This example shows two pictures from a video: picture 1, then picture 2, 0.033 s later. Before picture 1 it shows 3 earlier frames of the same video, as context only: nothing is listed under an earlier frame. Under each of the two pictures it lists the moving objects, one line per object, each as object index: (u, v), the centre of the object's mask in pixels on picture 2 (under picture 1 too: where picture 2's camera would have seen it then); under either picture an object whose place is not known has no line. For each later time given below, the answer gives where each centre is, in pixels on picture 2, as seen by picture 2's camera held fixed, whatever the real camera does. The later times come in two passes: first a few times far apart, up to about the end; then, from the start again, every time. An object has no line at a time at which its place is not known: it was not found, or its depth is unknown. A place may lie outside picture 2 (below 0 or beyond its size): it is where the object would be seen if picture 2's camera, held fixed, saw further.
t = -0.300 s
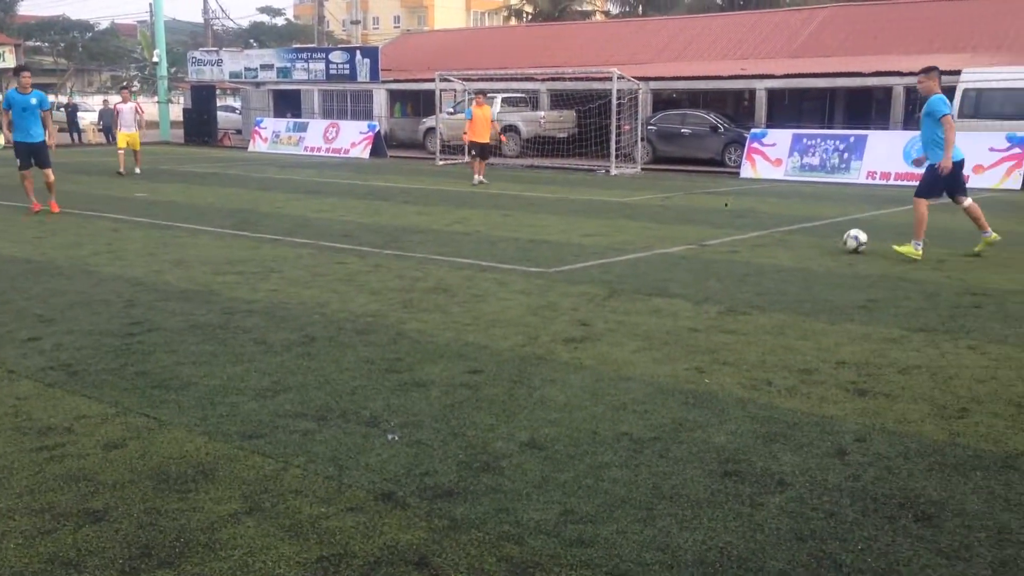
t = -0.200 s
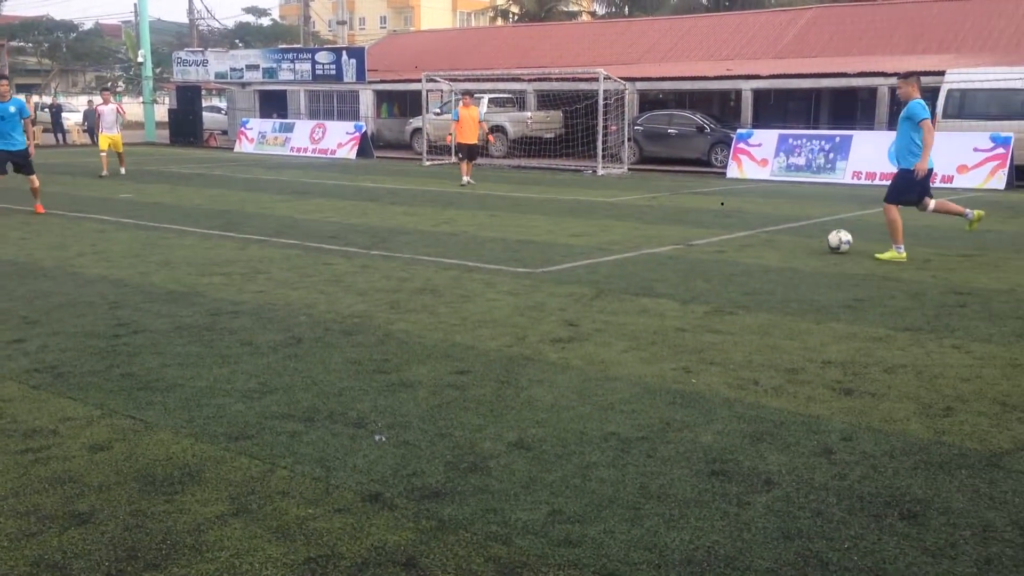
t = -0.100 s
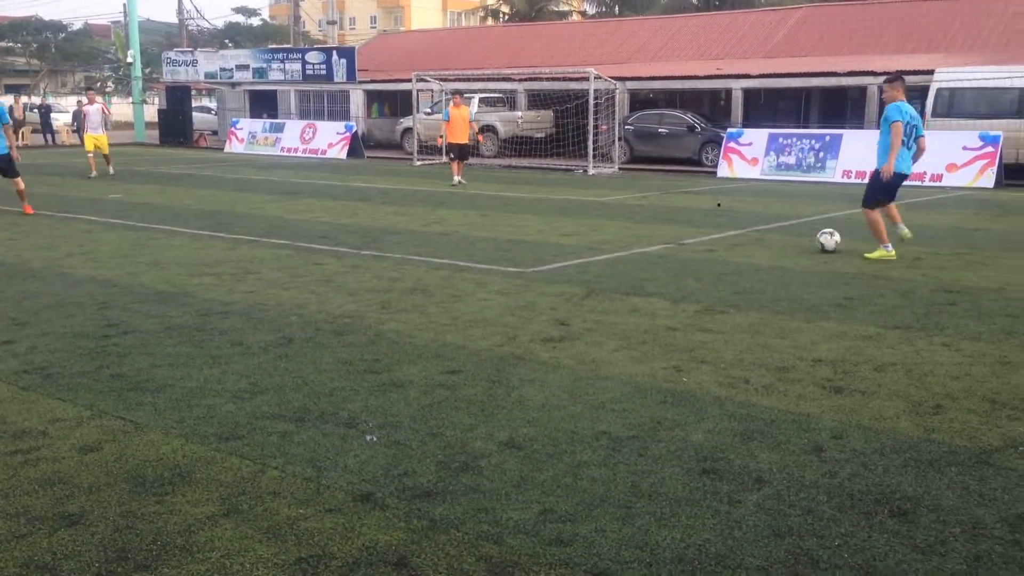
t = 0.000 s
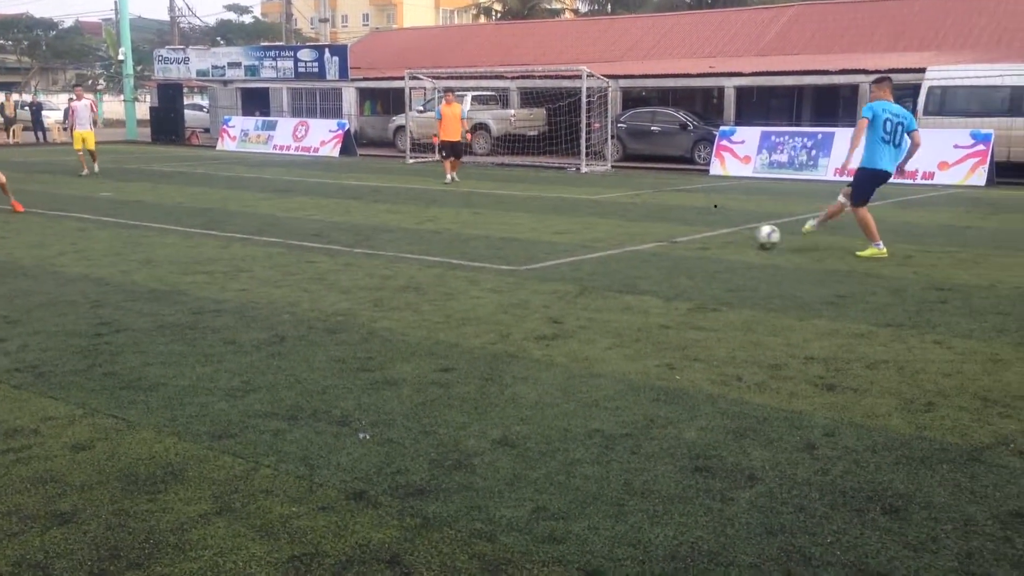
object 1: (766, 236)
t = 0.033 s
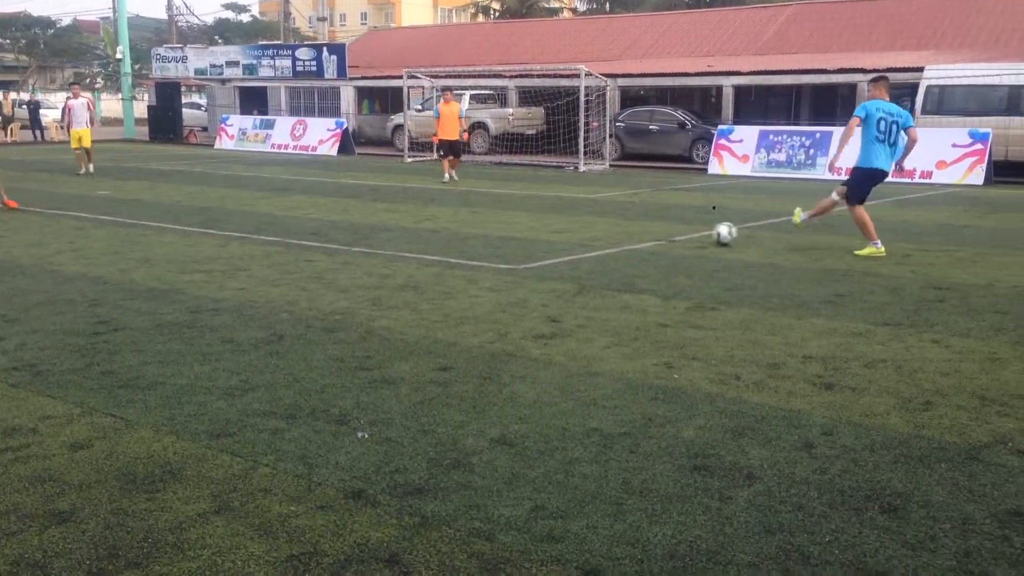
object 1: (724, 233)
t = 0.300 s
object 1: (452, 225)
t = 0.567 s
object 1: (256, 219)
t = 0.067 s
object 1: (685, 232)
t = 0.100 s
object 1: (649, 230)
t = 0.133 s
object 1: (613, 228)
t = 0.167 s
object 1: (578, 228)
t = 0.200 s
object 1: (544, 227)
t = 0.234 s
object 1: (513, 226)
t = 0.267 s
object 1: (482, 226)
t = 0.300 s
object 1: (452, 225)
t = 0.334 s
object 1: (425, 222)
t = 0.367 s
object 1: (398, 221)
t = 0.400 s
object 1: (371, 222)
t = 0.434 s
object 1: (347, 221)
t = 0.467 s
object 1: (323, 219)
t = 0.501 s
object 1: (300, 218)
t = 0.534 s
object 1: (277, 218)
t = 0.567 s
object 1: (256, 219)
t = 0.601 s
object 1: (236, 217)
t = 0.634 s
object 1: (216, 214)
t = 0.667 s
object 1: (196, 215)
